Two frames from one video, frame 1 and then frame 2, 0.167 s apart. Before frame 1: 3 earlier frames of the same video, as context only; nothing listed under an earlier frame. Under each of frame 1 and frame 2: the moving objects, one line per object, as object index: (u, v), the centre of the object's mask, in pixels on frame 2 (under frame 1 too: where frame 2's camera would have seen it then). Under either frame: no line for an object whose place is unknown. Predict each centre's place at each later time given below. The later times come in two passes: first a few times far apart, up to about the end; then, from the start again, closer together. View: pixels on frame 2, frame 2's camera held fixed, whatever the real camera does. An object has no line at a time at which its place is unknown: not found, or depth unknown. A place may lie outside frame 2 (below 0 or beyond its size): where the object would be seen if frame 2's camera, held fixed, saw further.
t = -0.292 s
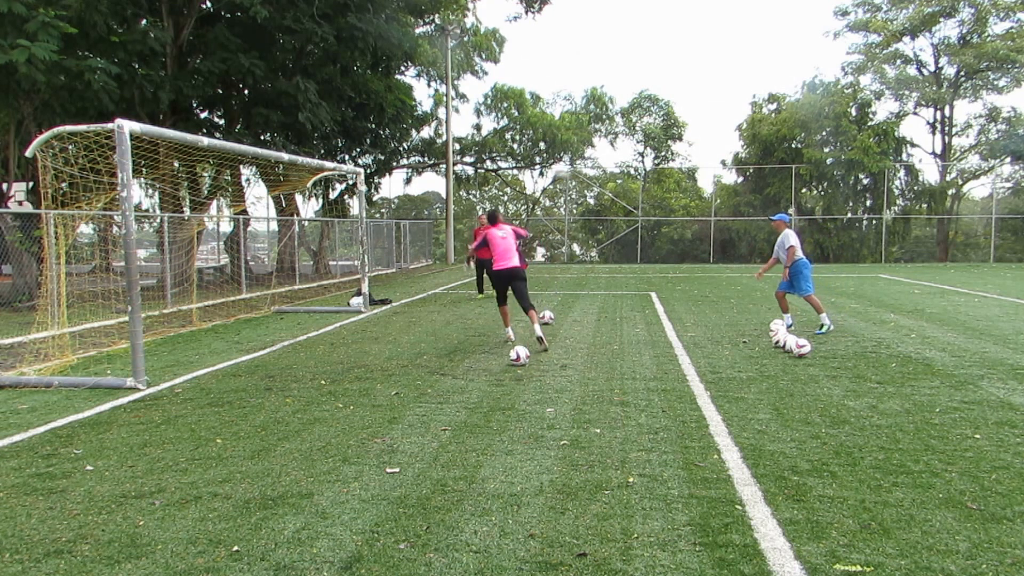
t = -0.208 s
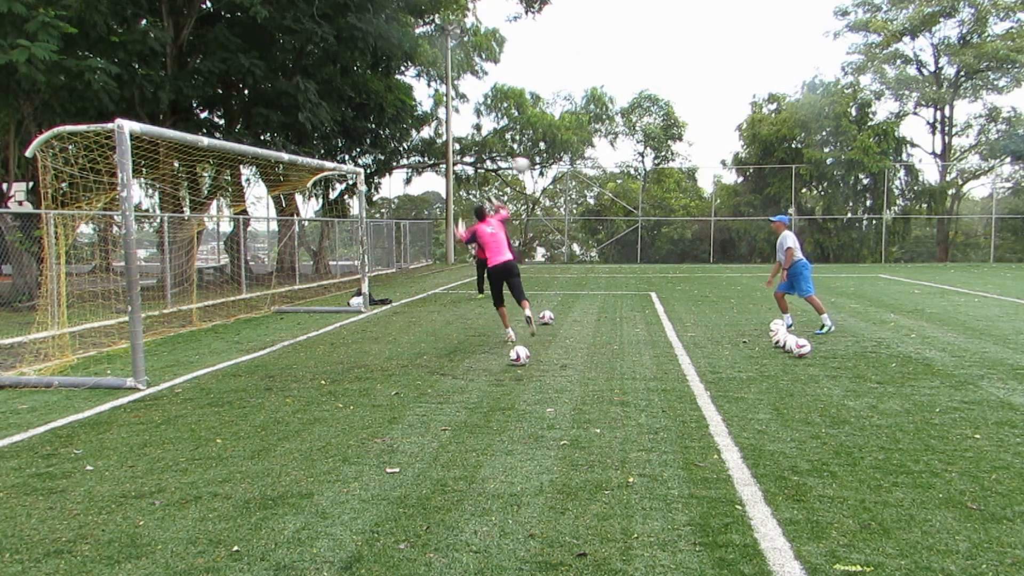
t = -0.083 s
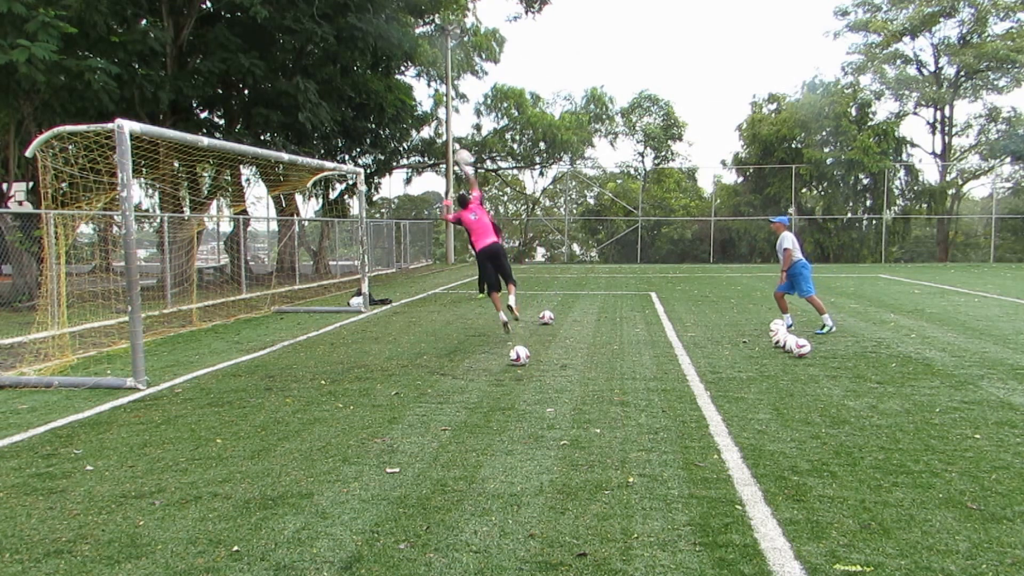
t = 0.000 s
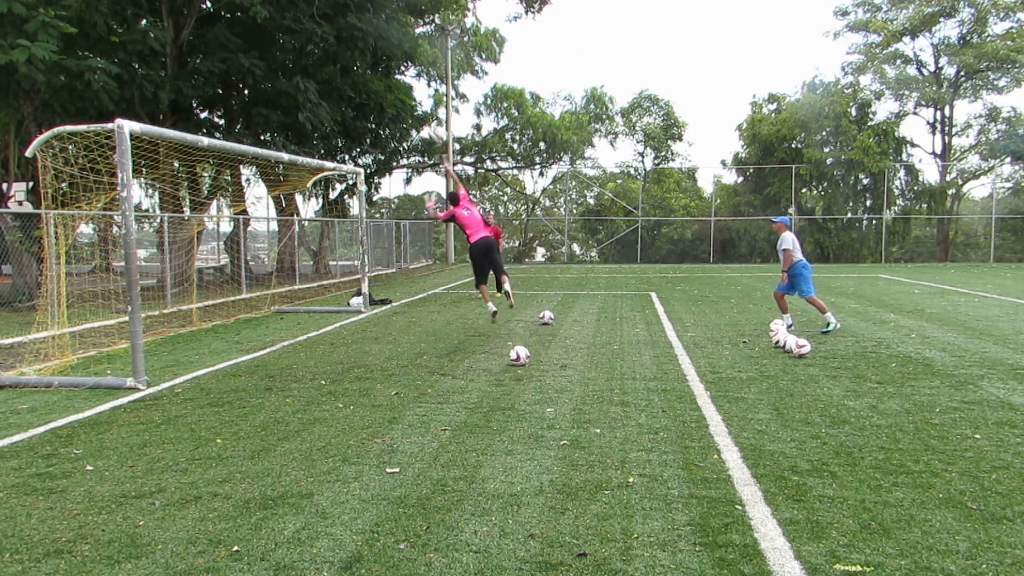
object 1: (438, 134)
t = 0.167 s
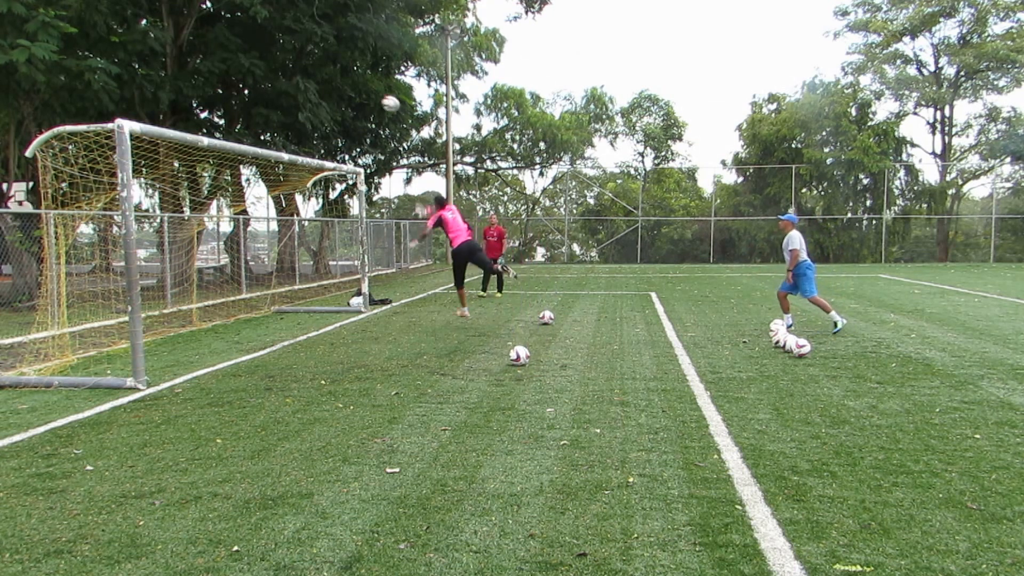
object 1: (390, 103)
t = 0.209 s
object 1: (379, 99)
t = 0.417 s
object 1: (323, 93)
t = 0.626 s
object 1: (271, 116)
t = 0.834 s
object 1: (224, 163)
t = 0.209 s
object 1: (379, 99)
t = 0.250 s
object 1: (367, 95)
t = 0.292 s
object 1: (356, 93)
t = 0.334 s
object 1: (344, 92)
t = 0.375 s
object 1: (333, 92)
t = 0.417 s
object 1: (323, 93)
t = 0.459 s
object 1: (312, 96)
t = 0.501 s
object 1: (302, 99)
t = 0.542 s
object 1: (291, 104)
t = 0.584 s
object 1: (281, 109)
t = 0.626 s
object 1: (271, 116)
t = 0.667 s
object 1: (261, 123)
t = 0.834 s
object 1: (224, 163)
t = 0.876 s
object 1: (215, 176)
